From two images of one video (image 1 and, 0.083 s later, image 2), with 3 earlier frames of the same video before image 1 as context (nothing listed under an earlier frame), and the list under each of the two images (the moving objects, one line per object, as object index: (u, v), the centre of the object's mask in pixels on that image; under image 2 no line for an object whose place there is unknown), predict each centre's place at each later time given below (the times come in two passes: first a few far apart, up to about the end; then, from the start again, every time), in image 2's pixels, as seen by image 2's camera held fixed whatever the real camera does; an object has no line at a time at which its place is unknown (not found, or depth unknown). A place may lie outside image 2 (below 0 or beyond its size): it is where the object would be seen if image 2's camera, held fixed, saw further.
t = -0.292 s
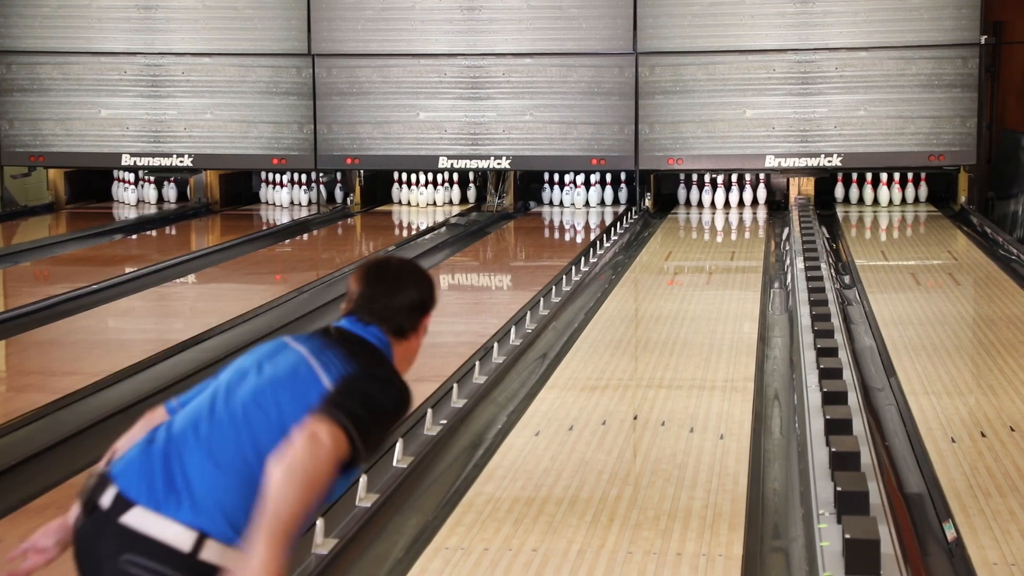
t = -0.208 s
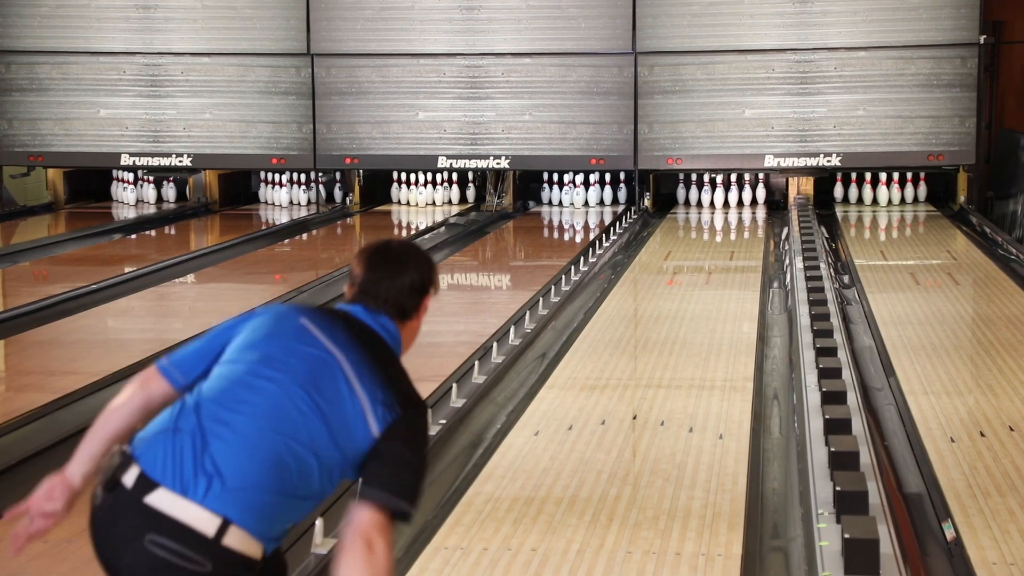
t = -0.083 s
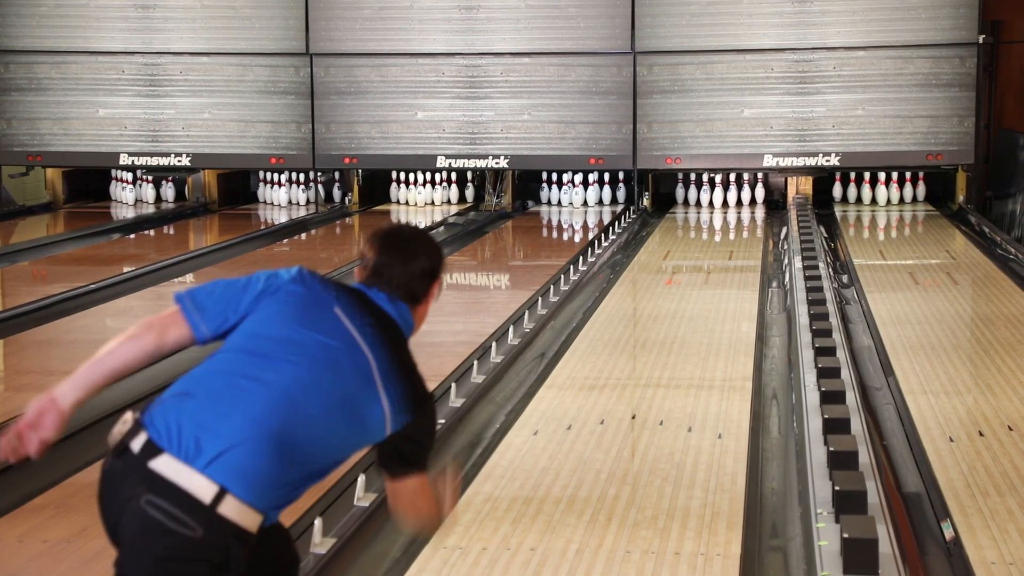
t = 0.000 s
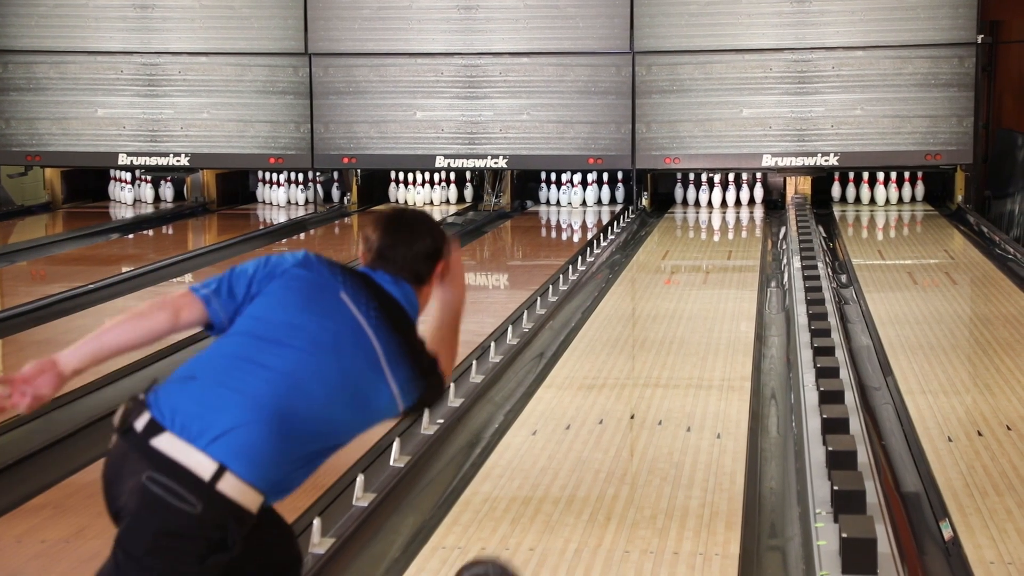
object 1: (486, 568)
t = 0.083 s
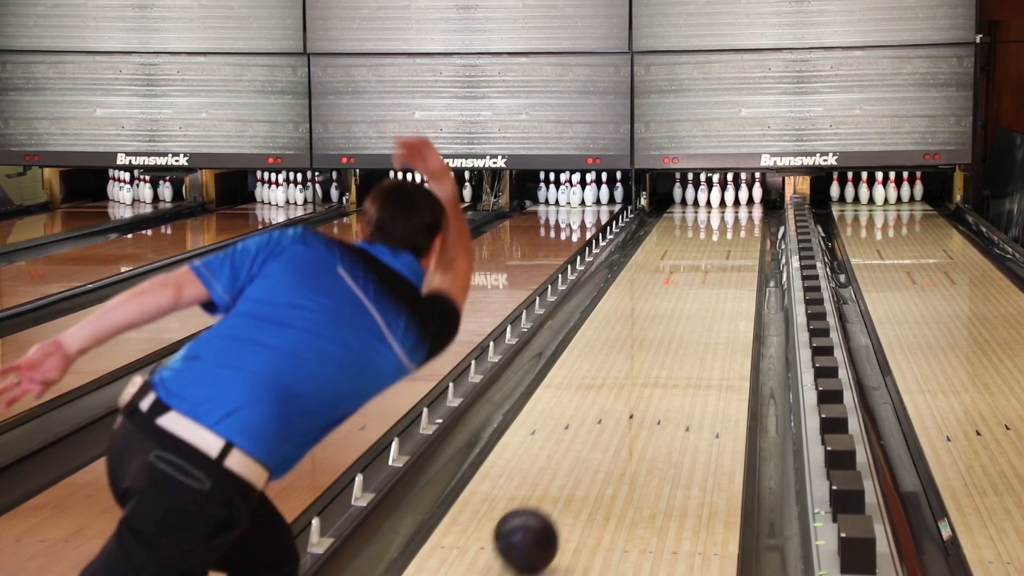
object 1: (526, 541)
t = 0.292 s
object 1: (598, 444)
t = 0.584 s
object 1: (658, 361)
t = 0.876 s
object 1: (695, 306)
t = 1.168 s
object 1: (720, 269)
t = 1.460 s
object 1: (735, 242)
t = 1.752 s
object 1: (738, 222)
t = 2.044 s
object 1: (730, 208)
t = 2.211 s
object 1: (721, 201)
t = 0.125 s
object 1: (544, 518)
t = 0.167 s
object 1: (559, 497)
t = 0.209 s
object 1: (573, 478)
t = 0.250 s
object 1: (586, 461)
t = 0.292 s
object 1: (598, 444)
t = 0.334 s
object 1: (608, 429)
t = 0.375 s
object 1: (618, 416)
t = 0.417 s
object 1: (628, 403)
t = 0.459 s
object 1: (636, 391)
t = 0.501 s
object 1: (644, 381)
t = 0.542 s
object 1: (651, 370)
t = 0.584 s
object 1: (658, 361)
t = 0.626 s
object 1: (664, 351)
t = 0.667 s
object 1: (670, 343)
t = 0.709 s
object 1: (676, 334)
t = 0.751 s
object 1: (681, 326)
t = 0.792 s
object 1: (686, 319)
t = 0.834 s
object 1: (691, 312)
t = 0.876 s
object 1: (695, 306)
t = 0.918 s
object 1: (699, 300)
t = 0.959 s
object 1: (703, 294)
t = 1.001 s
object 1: (707, 289)
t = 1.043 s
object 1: (710, 283)
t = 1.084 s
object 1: (714, 278)
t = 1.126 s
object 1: (717, 274)
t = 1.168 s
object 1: (720, 269)
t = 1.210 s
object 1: (722, 265)
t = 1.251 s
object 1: (725, 260)
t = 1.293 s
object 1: (727, 257)
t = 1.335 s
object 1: (730, 253)
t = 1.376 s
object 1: (731, 249)
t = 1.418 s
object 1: (733, 246)
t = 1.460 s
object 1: (735, 242)
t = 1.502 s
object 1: (736, 239)
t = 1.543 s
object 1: (737, 236)
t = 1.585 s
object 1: (738, 233)
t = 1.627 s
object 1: (738, 230)
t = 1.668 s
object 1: (738, 227)
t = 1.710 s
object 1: (738, 225)
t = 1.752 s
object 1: (738, 222)
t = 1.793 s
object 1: (737, 220)
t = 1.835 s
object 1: (737, 218)
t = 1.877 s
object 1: (736, 216)
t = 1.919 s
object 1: (734, 214)
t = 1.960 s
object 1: (733, 212)
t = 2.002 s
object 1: (732, 210)
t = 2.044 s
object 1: (730, 208)
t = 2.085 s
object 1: (729, 206)
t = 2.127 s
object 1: (726, 204)
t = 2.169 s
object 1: (724, 203)
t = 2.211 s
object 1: (721, 201)
